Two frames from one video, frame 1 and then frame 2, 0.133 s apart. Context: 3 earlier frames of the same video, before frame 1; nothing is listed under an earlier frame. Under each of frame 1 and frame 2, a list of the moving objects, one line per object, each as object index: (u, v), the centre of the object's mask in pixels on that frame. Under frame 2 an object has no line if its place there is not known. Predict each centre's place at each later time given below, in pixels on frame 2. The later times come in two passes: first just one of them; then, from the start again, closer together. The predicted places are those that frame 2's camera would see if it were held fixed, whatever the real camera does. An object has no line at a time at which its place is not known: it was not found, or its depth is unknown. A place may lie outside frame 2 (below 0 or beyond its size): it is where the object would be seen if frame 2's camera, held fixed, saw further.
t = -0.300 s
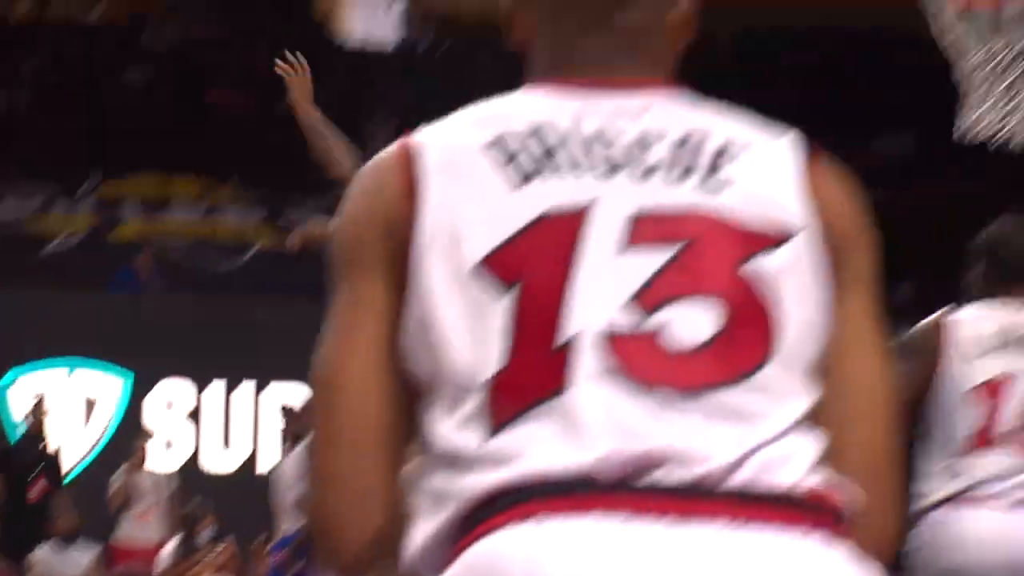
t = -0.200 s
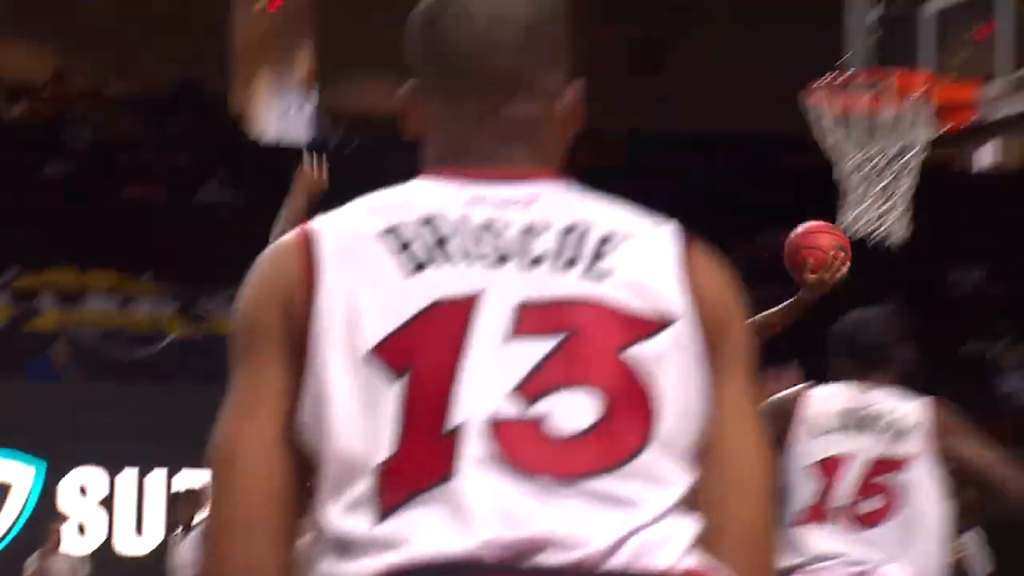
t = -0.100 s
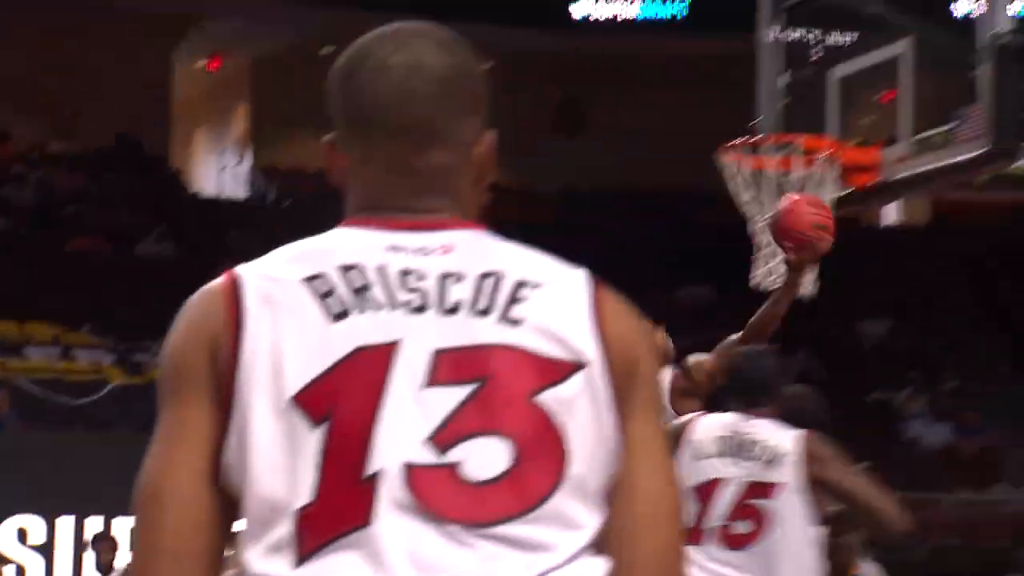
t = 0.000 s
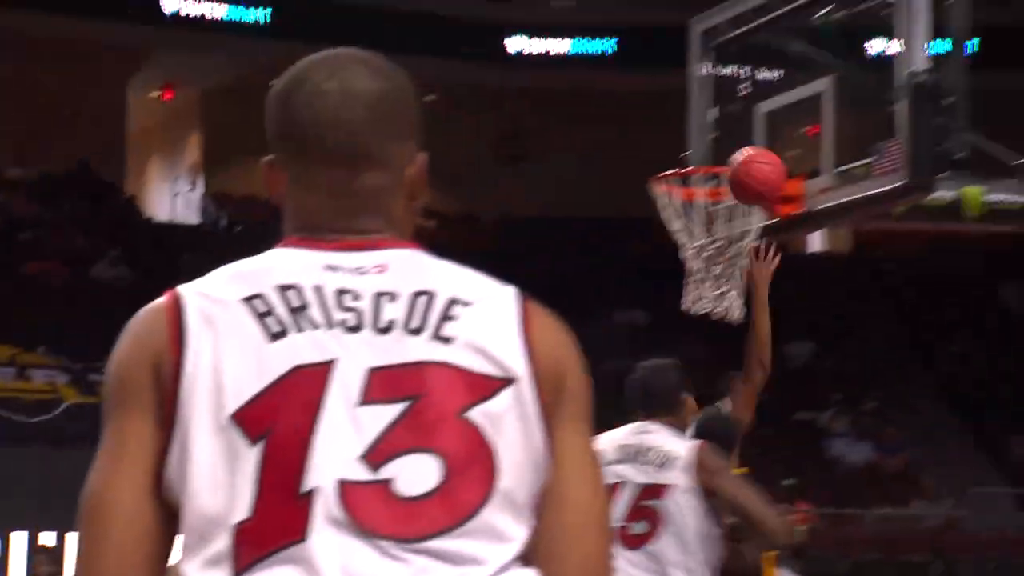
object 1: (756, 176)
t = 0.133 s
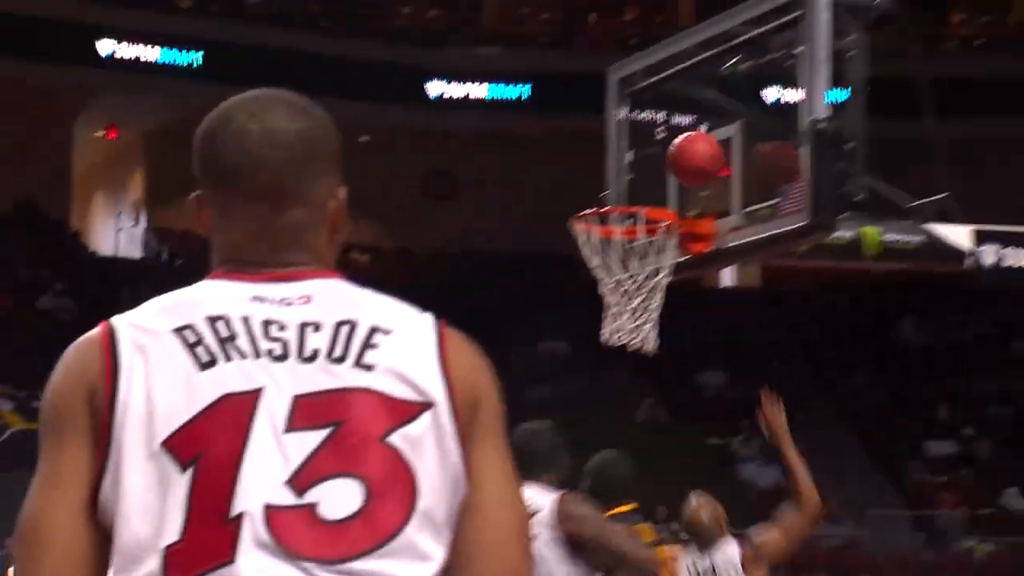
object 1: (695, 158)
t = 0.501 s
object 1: (607, 199)
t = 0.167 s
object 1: (702, 151)
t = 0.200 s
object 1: (706, 144)
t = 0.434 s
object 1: (630, 172)
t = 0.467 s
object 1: (618, 184)
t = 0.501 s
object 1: (607, 199)
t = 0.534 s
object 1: (604, 218)
